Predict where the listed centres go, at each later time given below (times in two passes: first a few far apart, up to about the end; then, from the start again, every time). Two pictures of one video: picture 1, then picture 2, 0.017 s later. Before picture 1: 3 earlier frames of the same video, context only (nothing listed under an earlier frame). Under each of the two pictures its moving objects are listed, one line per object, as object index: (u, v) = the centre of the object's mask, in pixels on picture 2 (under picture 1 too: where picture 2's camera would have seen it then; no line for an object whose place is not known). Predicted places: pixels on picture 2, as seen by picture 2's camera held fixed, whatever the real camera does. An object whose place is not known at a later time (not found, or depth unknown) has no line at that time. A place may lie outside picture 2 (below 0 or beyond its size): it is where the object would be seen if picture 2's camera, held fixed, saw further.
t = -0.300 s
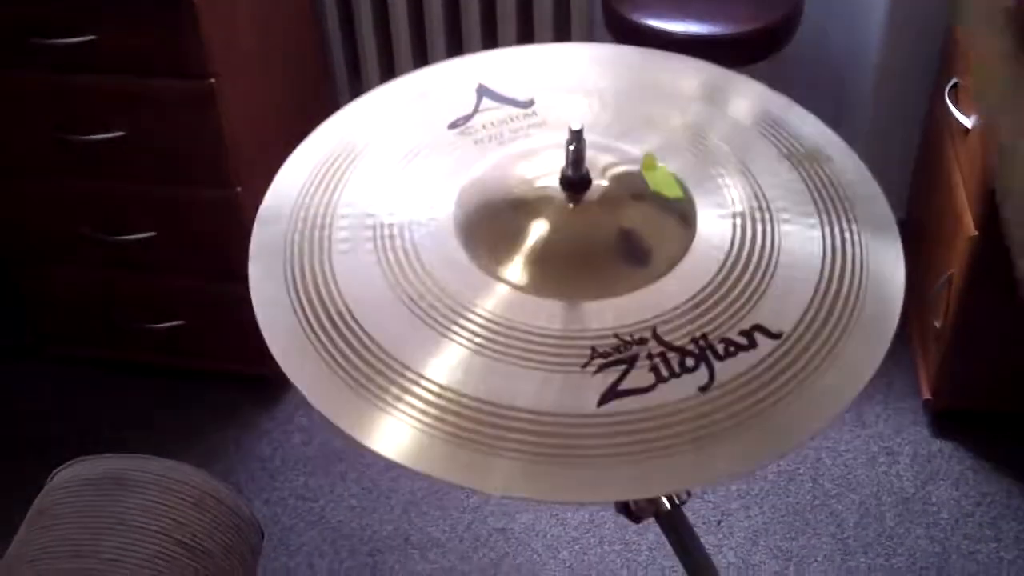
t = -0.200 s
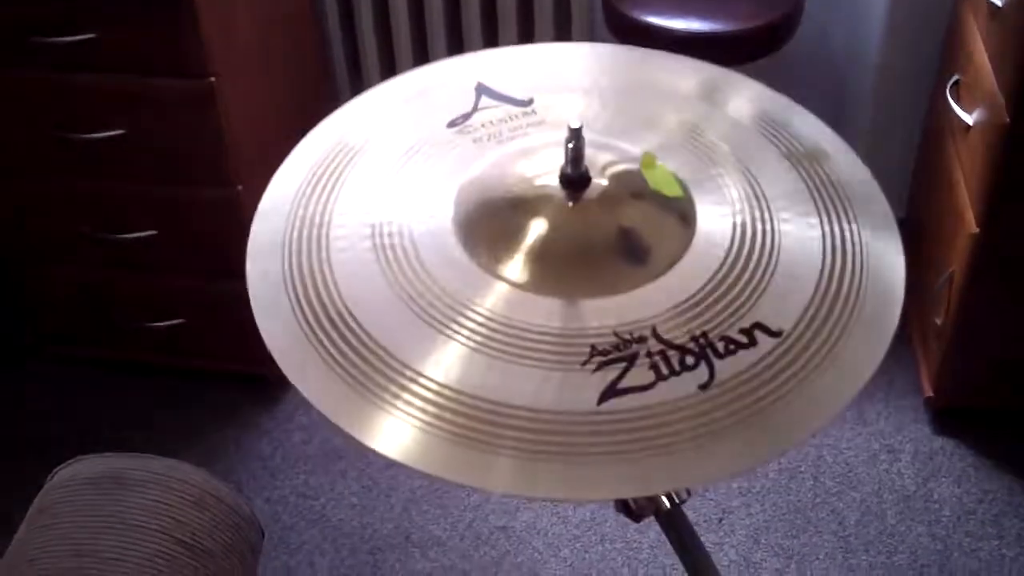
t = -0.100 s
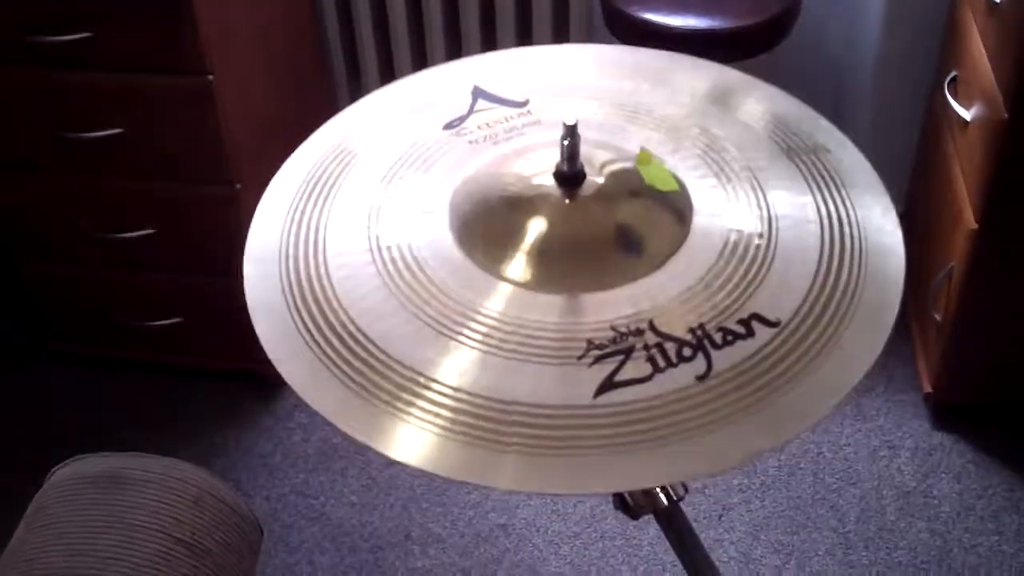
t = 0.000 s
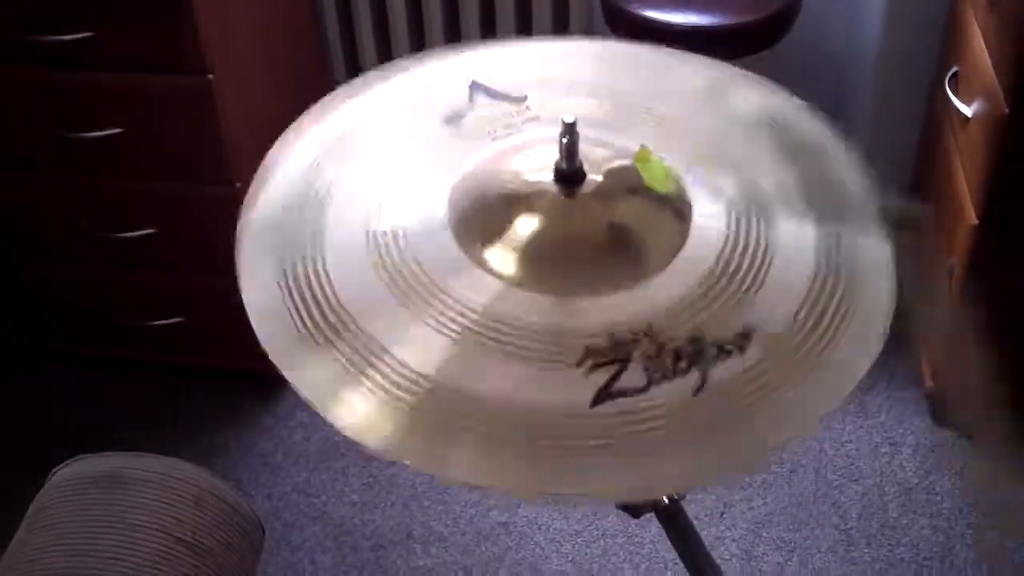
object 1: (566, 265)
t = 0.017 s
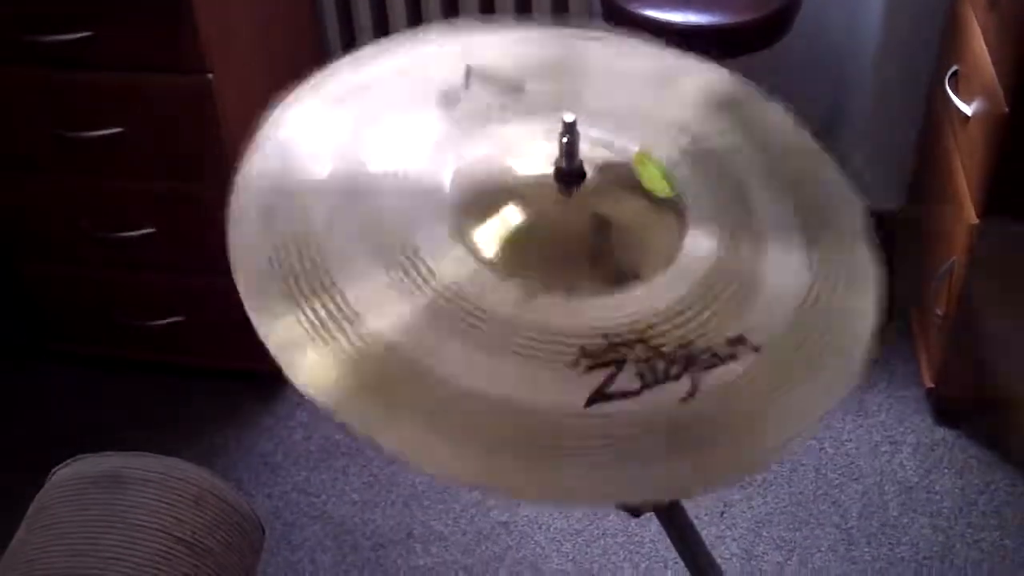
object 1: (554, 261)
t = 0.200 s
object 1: (545, 253)
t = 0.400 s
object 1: (610, 263)
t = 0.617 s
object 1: (564, 266)
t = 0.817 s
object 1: (589, 270)
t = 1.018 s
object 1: (573, 269)
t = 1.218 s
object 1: (581, 270)
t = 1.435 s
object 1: (581, 268)
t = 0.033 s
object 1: (542, 253)
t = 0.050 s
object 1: (534, 249)
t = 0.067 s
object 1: (526, 246)
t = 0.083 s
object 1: (522, 245)
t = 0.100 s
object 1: (520, 244)
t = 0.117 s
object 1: (520, 244)
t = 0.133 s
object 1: (523, 244)
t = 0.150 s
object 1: (527, 246)
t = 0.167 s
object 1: (533, 247)
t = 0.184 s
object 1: (540, 249)
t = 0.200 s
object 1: (545, 253)
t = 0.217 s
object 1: (553, 259)
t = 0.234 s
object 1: (564, 266)
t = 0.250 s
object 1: (574, 268)
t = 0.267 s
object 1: (582, 266)
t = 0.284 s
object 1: (591, 266)
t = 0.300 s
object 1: (600, 265)
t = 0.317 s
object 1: (604, 263)
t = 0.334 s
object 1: (608, 262)
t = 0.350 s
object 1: (612, 262)
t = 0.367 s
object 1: (612, 261)
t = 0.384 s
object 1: (612, 261)
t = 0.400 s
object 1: (610, 263)
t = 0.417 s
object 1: (606, 264)
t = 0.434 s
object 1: (601, 266)
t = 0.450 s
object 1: (595, 267)
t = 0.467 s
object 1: (589, 269)
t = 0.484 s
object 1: (582, 270)
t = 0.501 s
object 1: (577, 269)
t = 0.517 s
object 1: (571, 269)
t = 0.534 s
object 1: (567, 267)
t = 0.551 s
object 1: (563, 267)
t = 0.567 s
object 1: (561, 265)
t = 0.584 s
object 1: (561, 265)
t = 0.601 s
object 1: (562, 266)
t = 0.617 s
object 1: (564, 266)
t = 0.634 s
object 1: (568, 268)
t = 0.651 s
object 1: (572, 269)
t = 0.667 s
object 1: (577, 271)
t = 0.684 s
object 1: (581, 270)
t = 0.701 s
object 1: (584, 271)
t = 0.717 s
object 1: (587, 270)
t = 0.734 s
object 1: (590, 270)
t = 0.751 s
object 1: (592, 270)
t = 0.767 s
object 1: (593, 269)
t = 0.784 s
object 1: (593, 269)
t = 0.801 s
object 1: (591, 269)
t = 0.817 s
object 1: (589, 270)
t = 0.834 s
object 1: (586, 270)
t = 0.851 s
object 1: (583, 269)
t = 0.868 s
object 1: (581, 270)
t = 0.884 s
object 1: (580, 270)
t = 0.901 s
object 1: (577, 269)
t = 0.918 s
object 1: (576, 269)
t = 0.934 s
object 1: (574, 269)
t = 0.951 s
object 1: (572, 269)
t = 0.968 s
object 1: (571, 268)
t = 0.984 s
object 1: (571, 268)
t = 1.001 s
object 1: (572, 269)
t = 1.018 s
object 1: (573, 269)
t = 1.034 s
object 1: (574, 270)
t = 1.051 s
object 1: (575, 269)
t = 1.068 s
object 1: (576, 269)
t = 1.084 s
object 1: (578, 269)
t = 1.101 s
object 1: (579, 270)
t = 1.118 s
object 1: (580, 270)
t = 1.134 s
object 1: (581, 270)
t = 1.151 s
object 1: (581, 270)
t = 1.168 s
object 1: (581, 270)
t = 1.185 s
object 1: (582, 270)
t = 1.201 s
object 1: (582, 270)
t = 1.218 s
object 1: (581, 270)
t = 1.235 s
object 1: (581, 270)
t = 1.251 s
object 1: (581, 269)
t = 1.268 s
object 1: (580, 269)
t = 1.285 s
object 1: (580, 268)
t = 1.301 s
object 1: (580, 269)
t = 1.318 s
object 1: (580, 268)
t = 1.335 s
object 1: (580, 268)
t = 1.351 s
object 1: (580, 268)
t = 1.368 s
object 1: (580, 268)
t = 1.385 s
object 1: (580, 268)
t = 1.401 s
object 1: (580, 268)
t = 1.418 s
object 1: (581, 268)
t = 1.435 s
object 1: (581, 268)
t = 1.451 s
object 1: (582, 268)
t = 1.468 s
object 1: (582, 268)
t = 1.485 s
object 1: (583, 268)
